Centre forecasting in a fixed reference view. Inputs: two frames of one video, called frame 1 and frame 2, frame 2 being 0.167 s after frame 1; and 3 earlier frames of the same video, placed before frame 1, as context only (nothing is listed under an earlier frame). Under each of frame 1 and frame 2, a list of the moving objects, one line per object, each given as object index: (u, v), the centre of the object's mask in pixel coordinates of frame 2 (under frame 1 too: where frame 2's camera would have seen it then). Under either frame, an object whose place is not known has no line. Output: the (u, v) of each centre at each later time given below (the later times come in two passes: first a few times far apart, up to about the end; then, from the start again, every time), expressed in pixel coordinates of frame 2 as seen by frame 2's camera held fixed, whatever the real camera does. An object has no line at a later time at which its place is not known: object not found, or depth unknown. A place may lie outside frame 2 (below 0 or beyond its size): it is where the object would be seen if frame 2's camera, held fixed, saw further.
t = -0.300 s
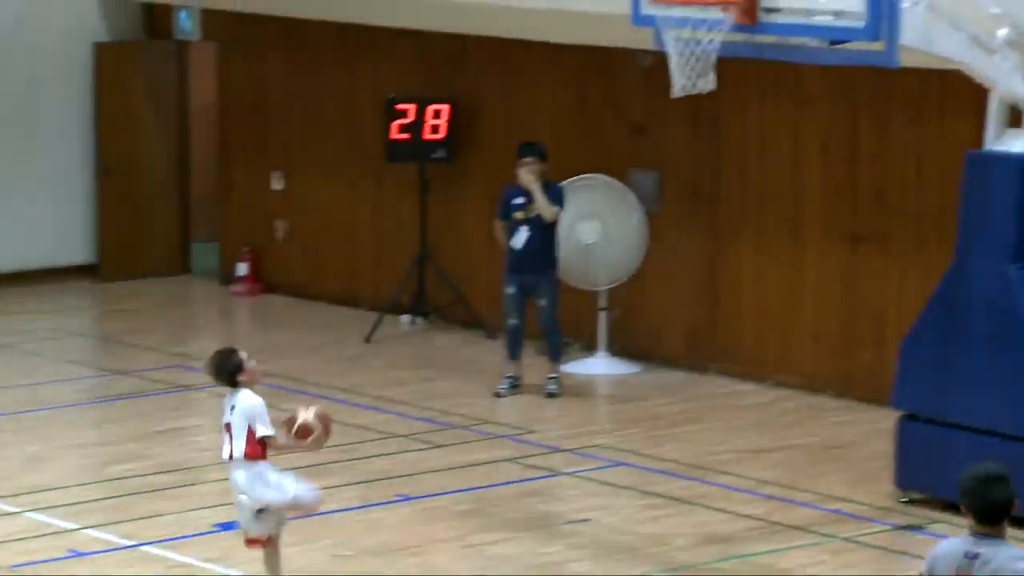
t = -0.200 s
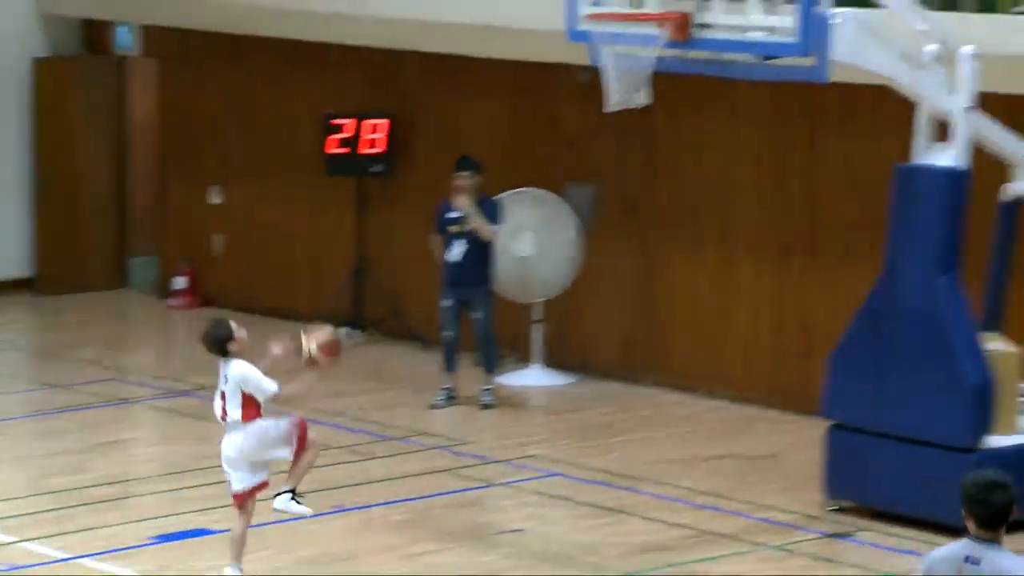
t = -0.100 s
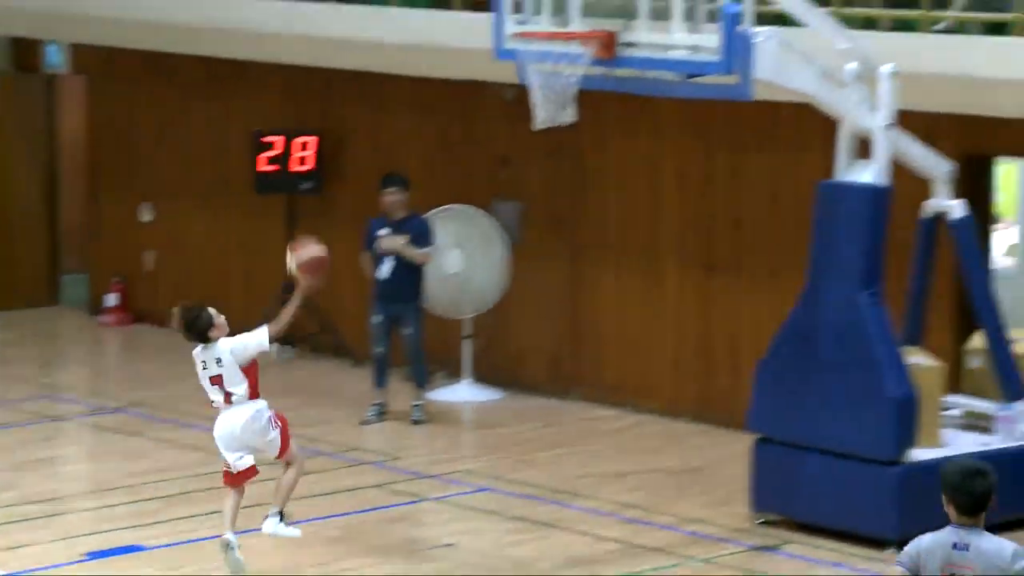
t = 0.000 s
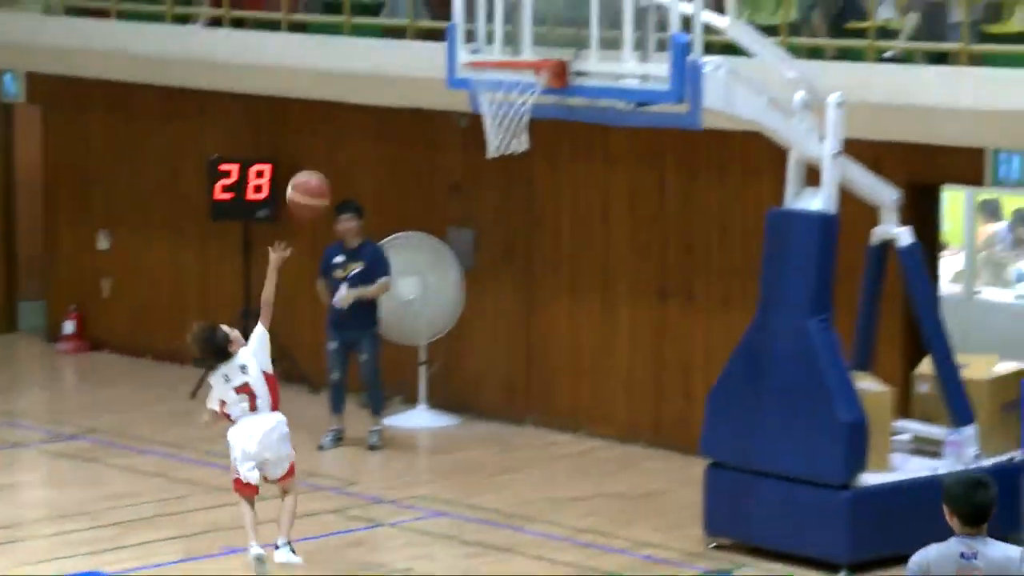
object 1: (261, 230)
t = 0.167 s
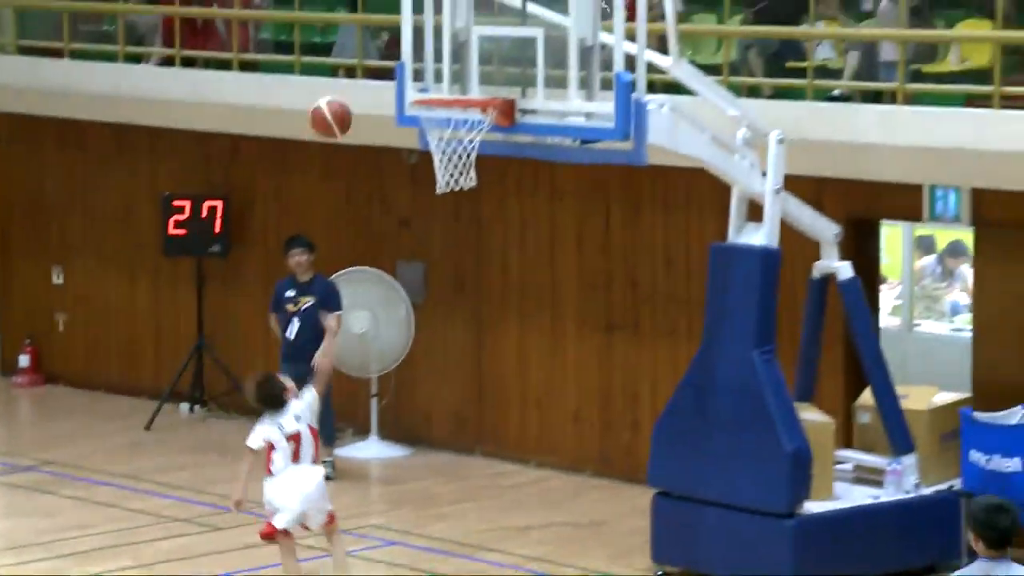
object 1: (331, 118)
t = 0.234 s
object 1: (358, 86)
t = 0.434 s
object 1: (441, 42)
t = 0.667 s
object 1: (481, 72)
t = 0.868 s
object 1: (441, 136)
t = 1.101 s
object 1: (422, 228)
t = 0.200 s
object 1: (344, 102)
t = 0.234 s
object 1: (358, 86)
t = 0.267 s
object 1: (372, 74)
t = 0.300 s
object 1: (386, 63)
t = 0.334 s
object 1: (399, 56)
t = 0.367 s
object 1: (412, 50)
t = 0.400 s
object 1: (427, 45)
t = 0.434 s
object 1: (441, 42)
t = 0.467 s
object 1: (454, 41)
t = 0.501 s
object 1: (469, 43)
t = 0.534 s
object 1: (481, 44)
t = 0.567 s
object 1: (497, 51)
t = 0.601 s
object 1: (496, 56)
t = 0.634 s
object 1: (488, 62)
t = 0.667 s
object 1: (481, 72)
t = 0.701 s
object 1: (474, 82)
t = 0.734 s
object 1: (465, 92)
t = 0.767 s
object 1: (457, 110)
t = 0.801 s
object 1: (452, 122)
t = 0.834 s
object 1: (447, 131)
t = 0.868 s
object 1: (441, 136)
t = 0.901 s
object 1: (438, 151)
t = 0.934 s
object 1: (434, 154)
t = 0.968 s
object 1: (433, 174)
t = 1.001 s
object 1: (432, 180)
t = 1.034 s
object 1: (428, 196)
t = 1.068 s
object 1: (424, 212)
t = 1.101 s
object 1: (422, 228)
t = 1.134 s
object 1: (419, 247)
